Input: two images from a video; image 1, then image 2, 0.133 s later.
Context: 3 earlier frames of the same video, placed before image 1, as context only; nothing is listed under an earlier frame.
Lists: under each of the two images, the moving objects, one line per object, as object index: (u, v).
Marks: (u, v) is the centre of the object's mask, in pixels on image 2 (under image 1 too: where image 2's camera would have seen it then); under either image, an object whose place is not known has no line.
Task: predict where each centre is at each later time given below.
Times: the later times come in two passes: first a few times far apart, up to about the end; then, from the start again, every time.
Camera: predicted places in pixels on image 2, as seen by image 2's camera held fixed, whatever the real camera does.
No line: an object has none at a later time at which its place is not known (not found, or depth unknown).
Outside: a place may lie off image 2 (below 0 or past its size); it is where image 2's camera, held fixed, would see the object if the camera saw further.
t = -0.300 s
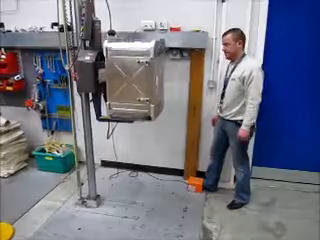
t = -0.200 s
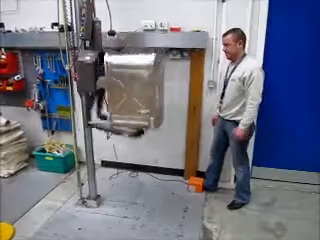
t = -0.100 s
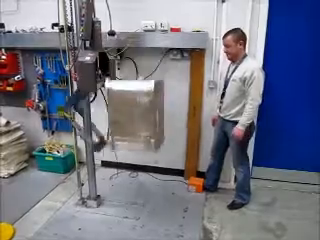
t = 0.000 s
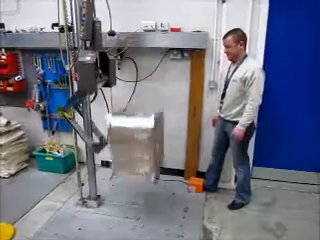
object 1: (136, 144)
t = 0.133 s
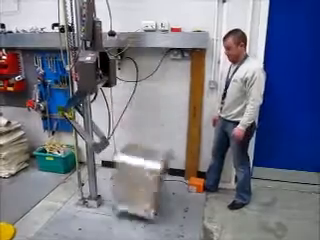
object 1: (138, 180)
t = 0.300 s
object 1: (155, 178)
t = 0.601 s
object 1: (175, 191)
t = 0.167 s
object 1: (142, 177)
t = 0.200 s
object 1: (144, 180)
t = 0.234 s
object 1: (150, 174)
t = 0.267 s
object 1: (154, 175)
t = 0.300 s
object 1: (155, 178)
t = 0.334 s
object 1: (157, 180)
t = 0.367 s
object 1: (156, 184)
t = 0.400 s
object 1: (160, 187)
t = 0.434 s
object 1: (165, 192)
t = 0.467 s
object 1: (169, 196)
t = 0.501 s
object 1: (171, 193)
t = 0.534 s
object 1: (172, 192)
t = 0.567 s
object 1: (173, 191)
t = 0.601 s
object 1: (175, 191)
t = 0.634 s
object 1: (177, 192)
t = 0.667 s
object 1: (181, 193)
